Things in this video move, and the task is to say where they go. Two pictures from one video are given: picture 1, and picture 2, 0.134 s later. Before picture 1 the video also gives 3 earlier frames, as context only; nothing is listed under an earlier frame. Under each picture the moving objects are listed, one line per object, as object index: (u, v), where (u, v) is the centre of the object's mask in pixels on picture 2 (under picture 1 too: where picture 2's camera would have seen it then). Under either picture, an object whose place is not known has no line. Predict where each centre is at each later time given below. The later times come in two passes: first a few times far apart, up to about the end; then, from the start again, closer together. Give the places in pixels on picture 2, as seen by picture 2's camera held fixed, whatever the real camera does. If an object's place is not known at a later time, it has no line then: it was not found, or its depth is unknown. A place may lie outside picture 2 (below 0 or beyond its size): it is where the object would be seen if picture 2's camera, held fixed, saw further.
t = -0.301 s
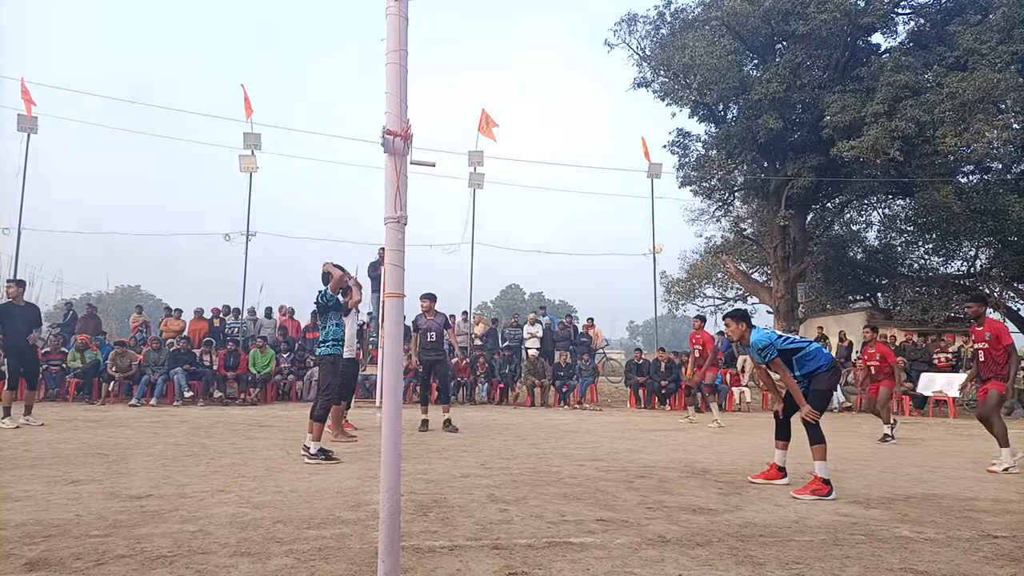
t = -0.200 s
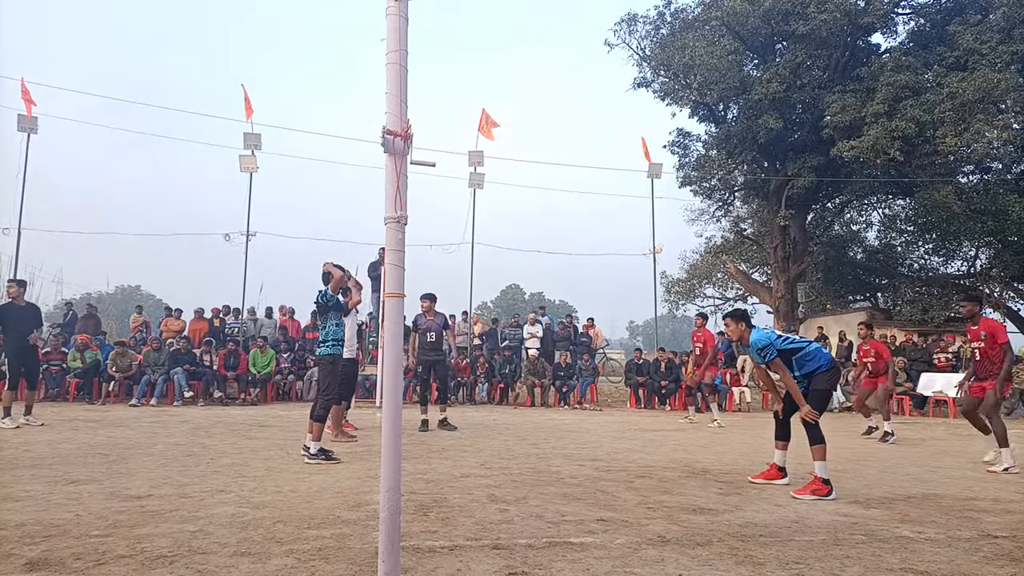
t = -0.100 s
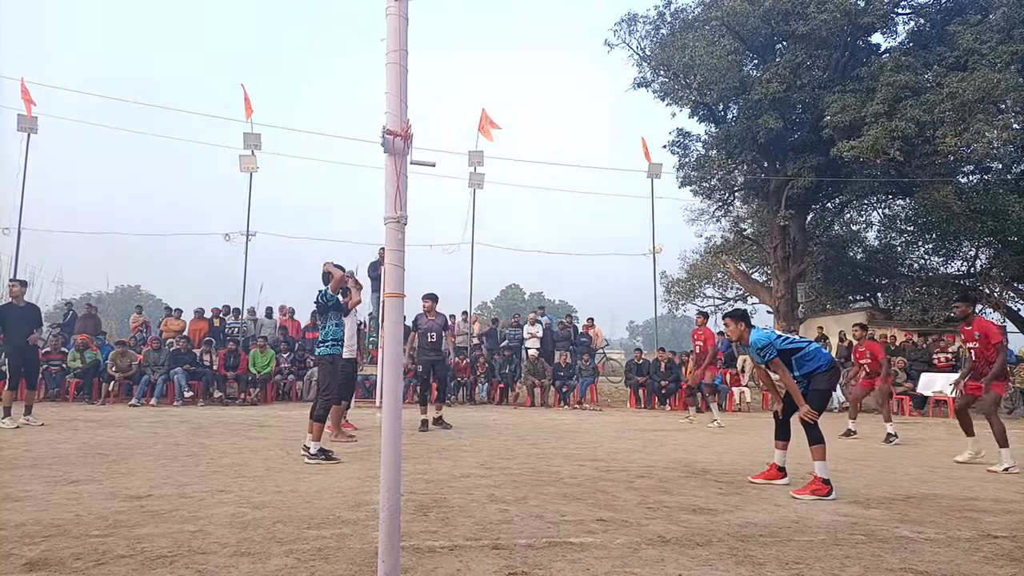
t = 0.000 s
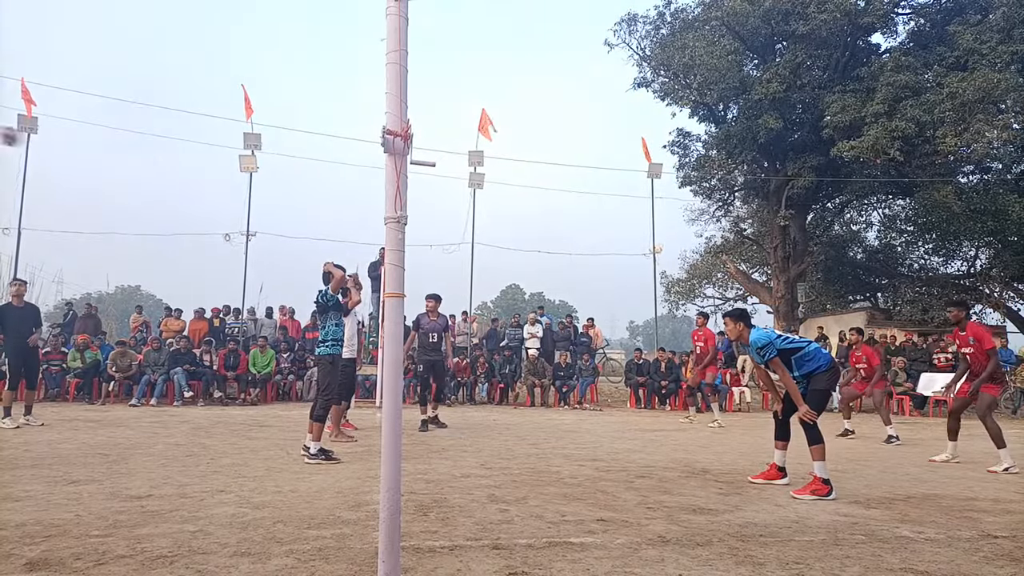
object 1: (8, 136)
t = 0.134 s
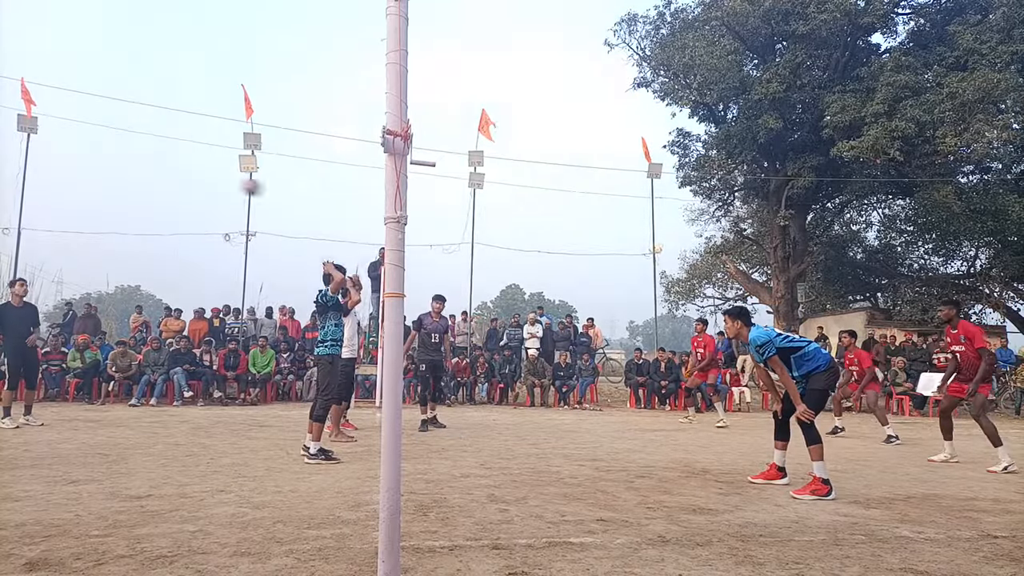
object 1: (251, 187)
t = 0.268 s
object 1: (433, 243)
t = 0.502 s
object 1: (657, 346)
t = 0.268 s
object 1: (433, 243)
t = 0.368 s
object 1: (539, 284)
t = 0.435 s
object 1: (601, 315)
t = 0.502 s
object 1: (657, 346)
